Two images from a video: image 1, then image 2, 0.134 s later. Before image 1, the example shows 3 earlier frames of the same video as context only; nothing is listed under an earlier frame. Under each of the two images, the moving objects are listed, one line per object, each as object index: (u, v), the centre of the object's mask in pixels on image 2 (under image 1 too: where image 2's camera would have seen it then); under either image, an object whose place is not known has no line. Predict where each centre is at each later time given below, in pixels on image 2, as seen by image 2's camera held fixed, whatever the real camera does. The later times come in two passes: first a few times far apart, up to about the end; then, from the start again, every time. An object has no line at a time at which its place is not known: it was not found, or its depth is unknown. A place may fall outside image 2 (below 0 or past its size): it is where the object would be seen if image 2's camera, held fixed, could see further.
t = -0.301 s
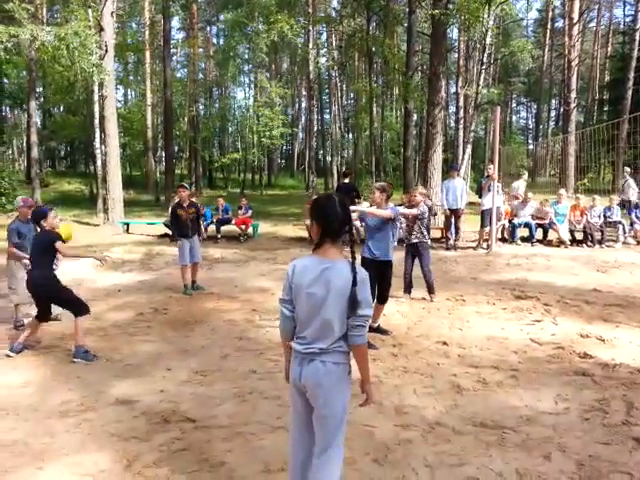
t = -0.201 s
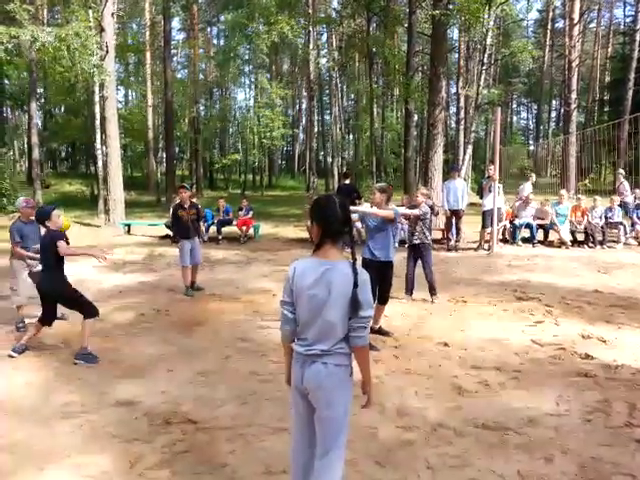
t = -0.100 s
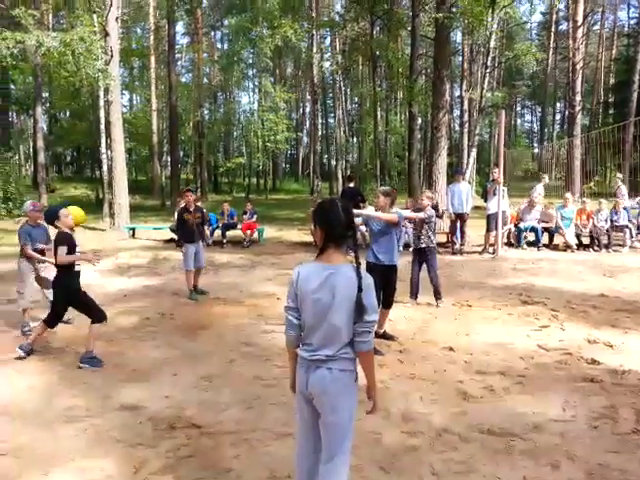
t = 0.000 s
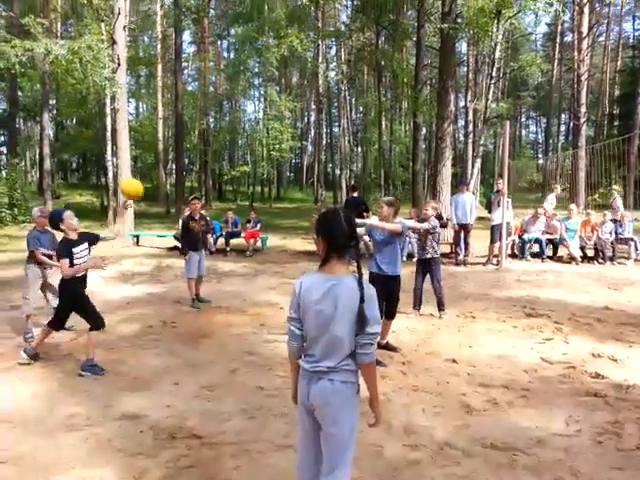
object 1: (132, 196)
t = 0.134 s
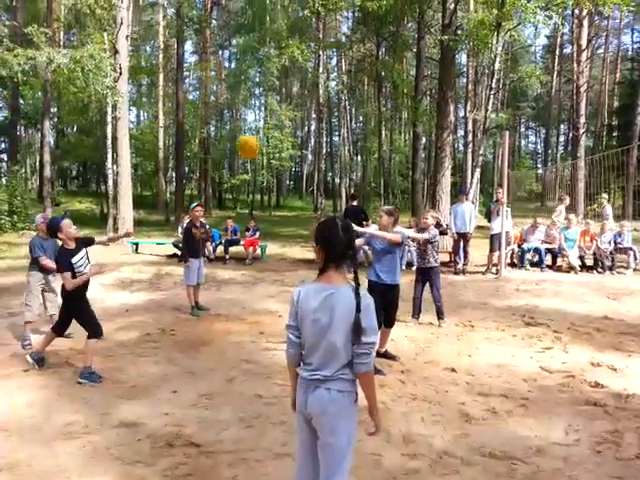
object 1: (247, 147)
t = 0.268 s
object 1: (377, 109)
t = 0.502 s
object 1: (641, 82)
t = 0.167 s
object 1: (278, 135)
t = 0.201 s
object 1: (311, 126)
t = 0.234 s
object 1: (343, 117)
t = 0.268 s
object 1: (377, 109)
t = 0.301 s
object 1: (412, 101)
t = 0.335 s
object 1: (448, 94)
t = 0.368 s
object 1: (484, 88)
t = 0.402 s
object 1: (521, 84)
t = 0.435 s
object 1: (560, 82)
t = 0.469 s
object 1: (601, 81)
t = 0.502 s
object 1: (641, 82)
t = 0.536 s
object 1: (683, 83)
